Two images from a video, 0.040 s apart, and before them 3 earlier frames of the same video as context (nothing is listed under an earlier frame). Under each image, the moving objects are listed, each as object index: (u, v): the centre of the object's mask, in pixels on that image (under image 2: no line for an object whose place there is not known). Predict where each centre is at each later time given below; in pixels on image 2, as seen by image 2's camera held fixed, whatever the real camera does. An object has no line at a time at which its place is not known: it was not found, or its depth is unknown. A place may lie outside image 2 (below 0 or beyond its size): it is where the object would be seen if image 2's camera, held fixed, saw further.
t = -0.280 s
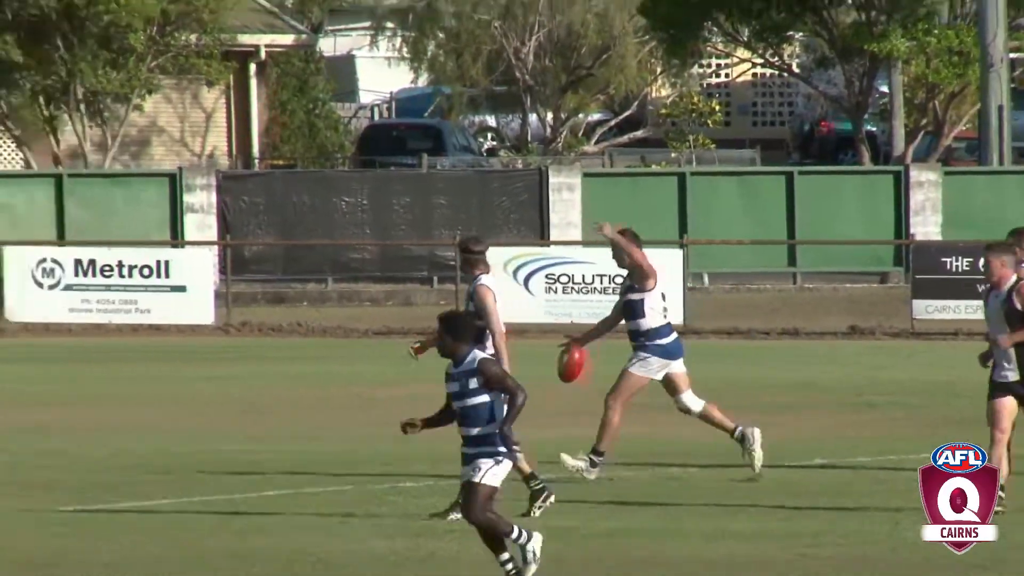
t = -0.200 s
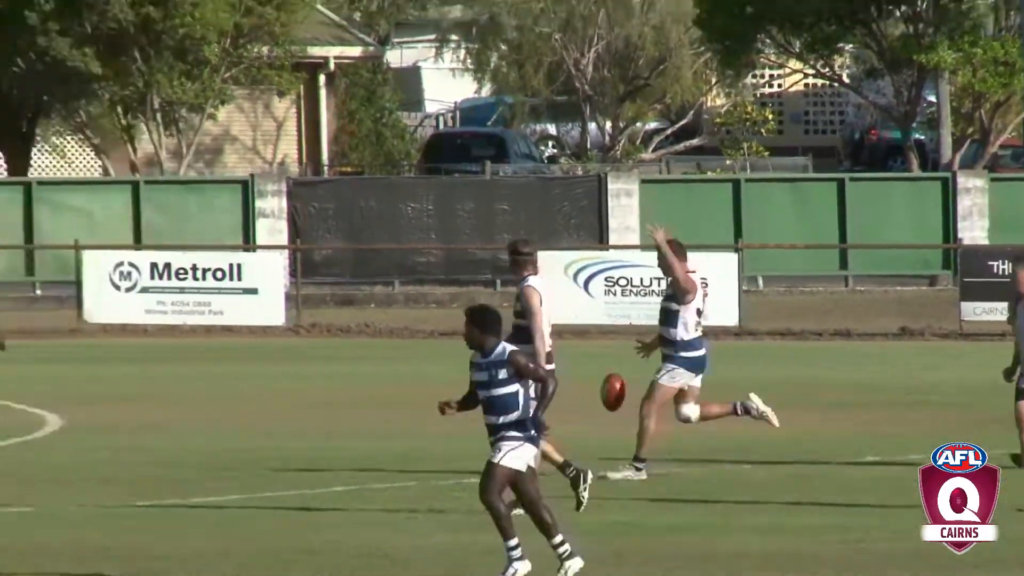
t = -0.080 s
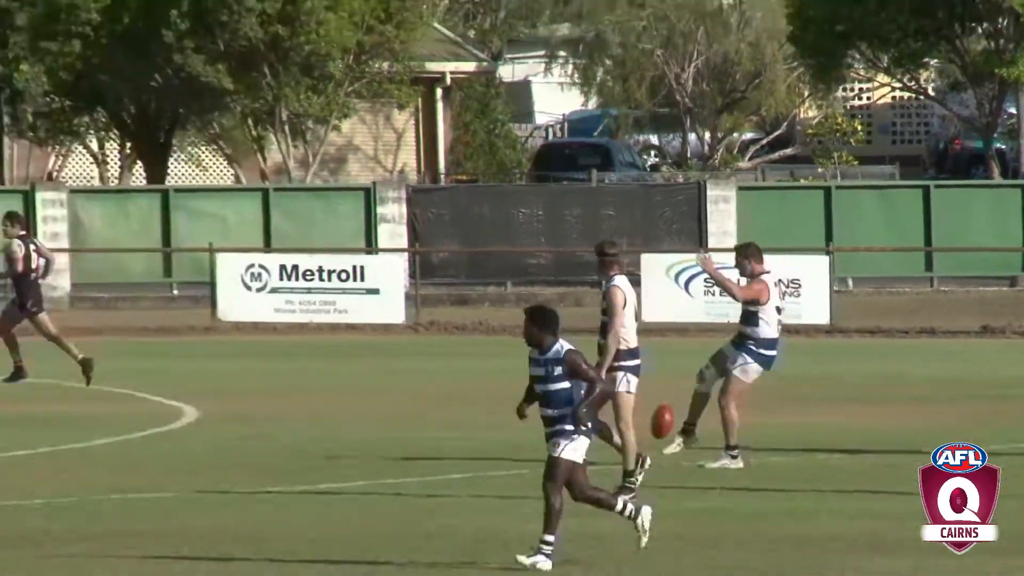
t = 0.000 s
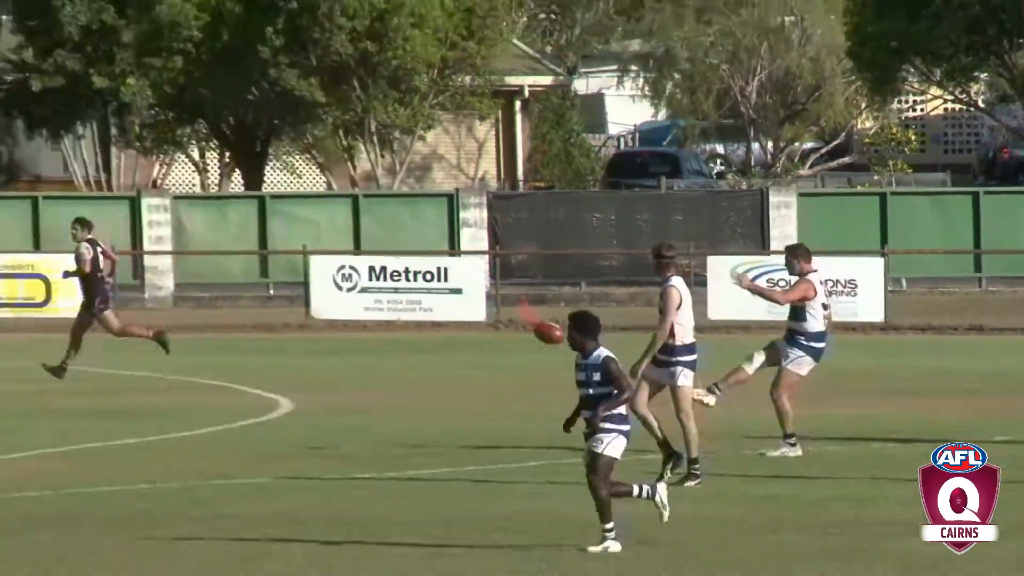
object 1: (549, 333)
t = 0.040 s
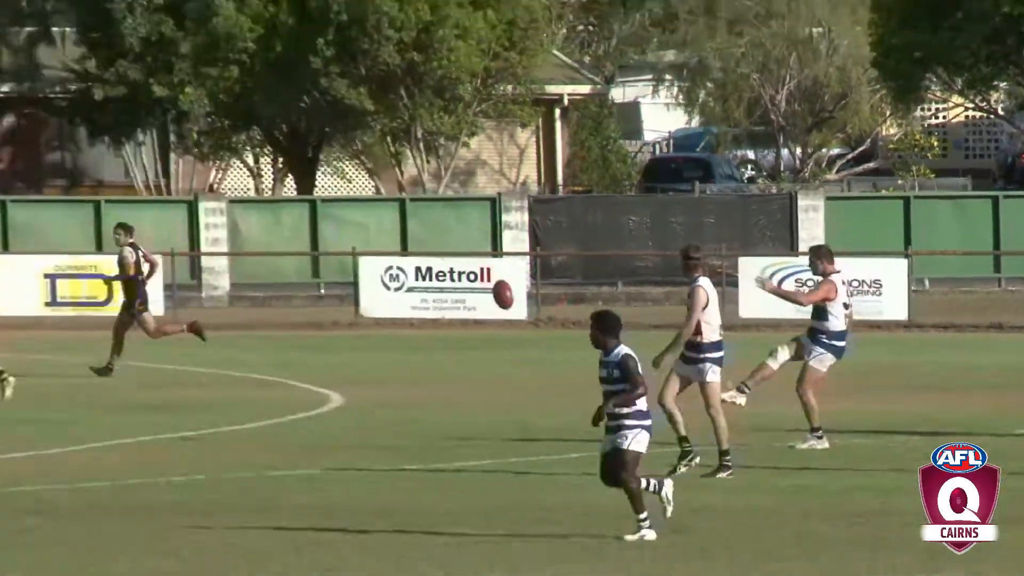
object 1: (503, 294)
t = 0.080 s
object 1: (420, 258)
